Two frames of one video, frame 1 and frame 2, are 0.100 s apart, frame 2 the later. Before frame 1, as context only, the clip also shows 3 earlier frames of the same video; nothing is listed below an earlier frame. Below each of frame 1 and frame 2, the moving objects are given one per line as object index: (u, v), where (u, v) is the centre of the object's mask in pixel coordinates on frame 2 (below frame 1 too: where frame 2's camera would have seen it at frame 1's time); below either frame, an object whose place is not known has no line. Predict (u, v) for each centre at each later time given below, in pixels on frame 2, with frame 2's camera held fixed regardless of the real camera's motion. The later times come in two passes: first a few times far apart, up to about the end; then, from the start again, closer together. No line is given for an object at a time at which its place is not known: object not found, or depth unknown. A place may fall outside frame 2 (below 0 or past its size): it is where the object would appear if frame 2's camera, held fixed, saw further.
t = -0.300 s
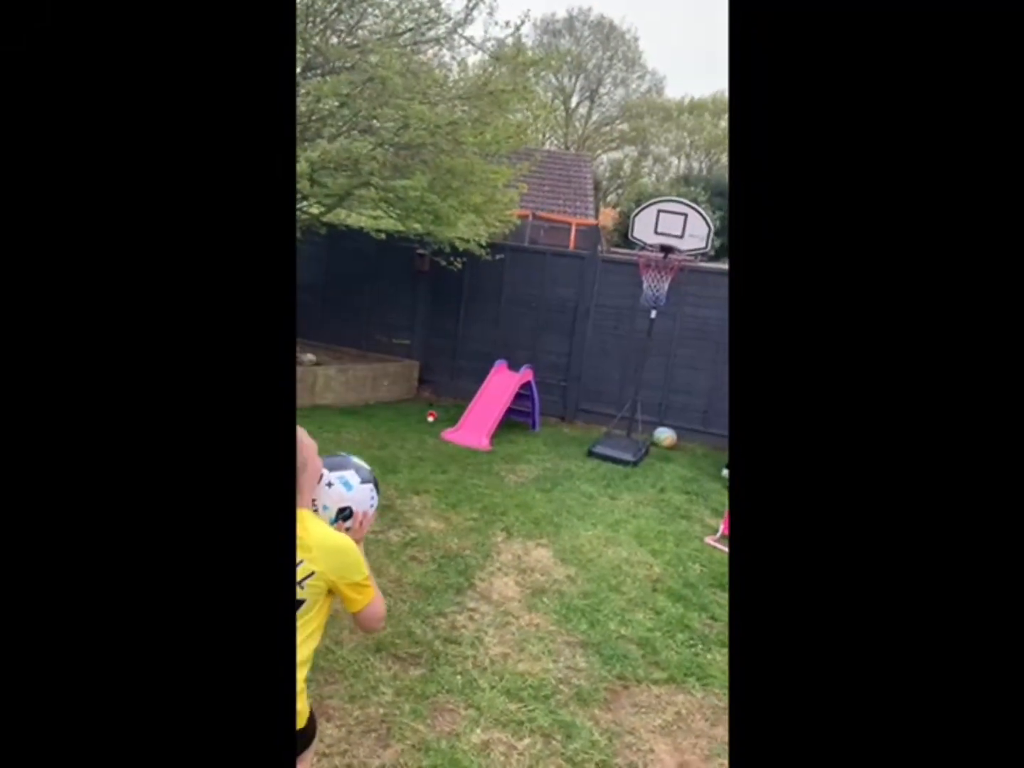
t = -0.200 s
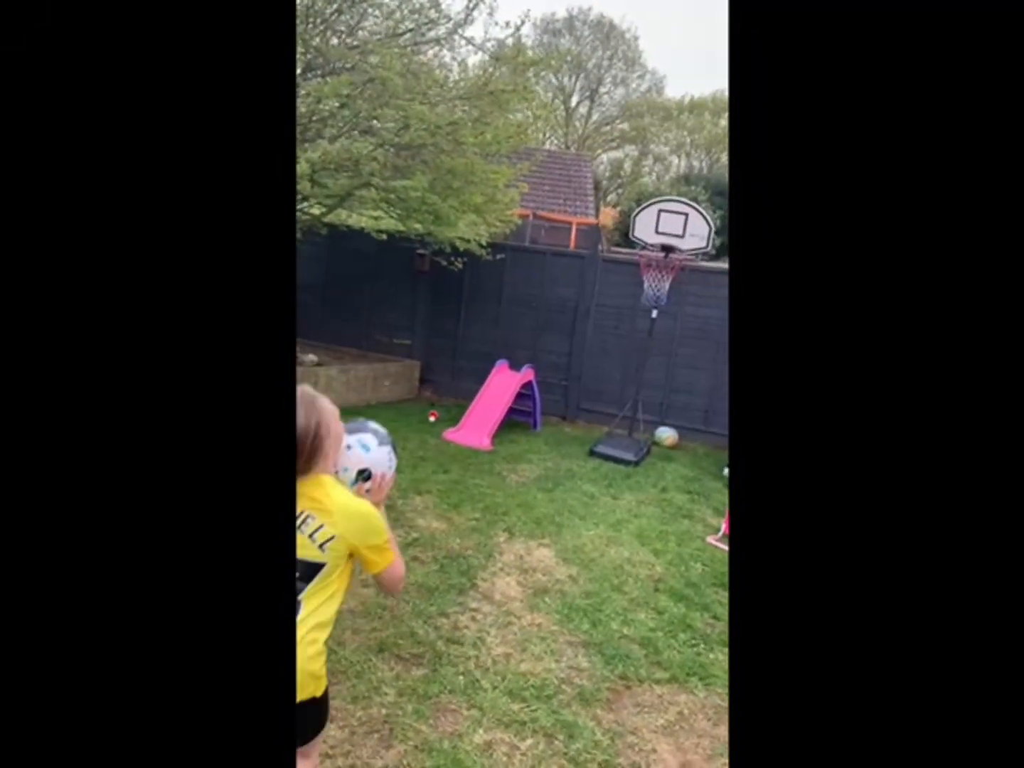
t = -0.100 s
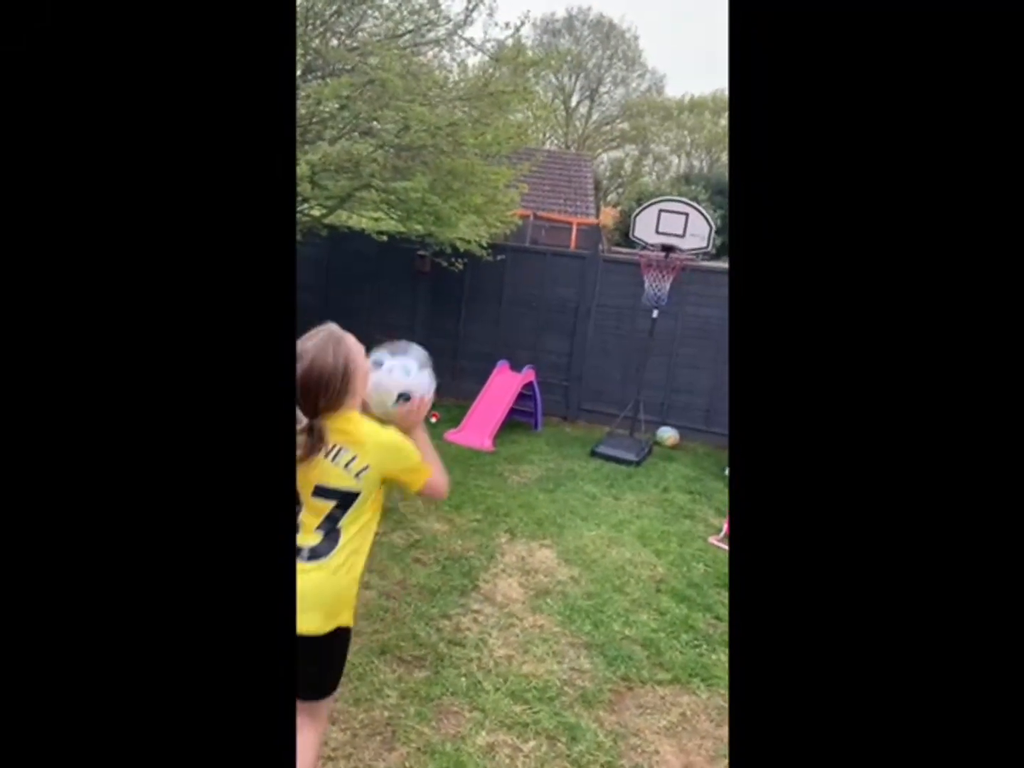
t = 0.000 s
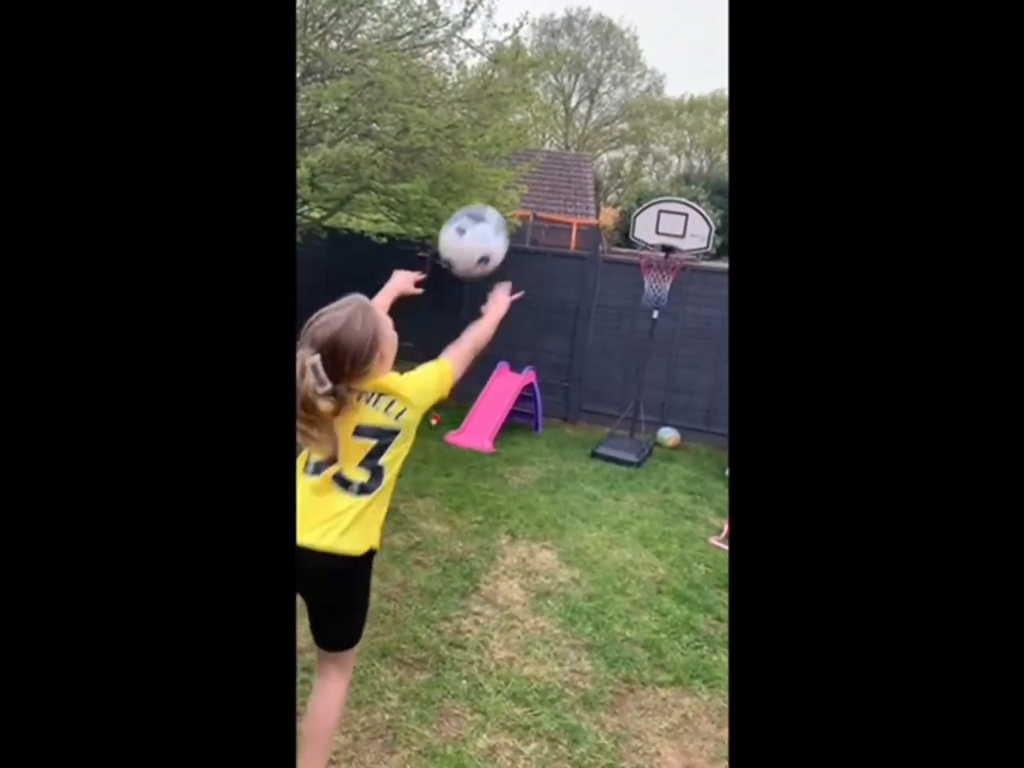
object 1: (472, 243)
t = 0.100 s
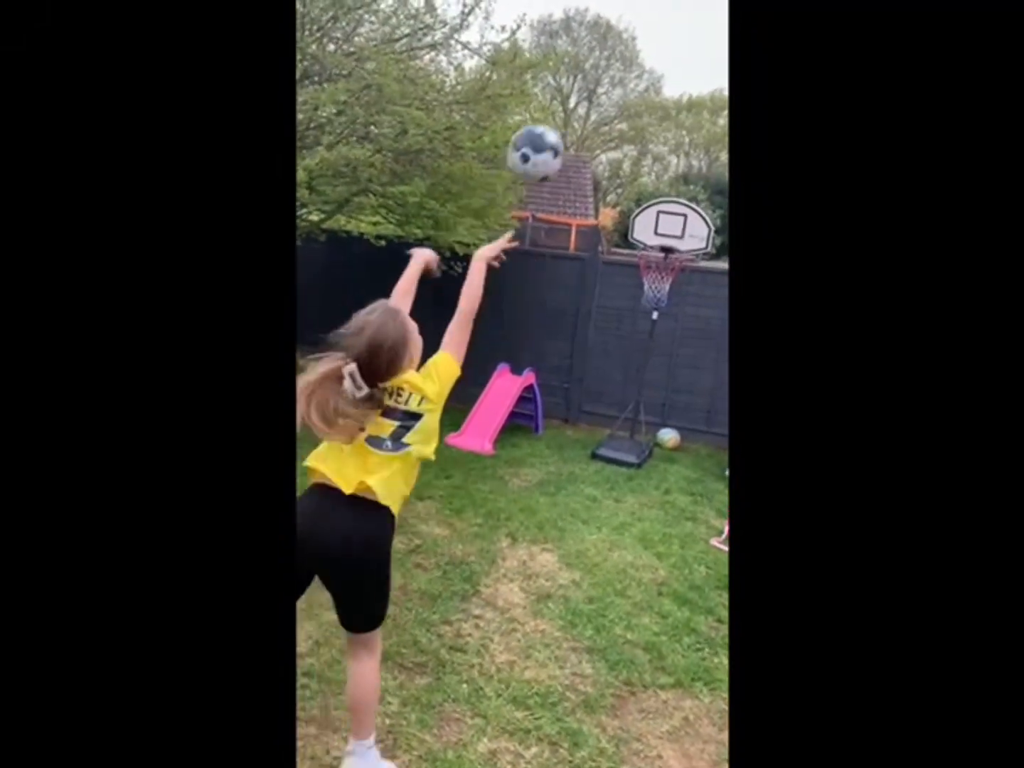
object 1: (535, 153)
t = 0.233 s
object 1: (586, 110)
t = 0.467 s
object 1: (625, 127)
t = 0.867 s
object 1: (620, 243)
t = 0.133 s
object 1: (551, 136)
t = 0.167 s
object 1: (564, 124)
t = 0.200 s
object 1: (576, 115)
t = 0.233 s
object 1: (586, 110)
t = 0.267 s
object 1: (593, 107)
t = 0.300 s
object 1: (602, 106)
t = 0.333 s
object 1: (608, 107)
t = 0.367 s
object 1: (615, 110)
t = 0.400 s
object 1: (619, 116)
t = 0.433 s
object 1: (622, 121)
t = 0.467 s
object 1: (625, 127)
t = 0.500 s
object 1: (629, 137)
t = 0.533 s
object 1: (631, 145)
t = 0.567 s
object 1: (633, 157)
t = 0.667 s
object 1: (637, 190)
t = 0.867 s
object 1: (620, 243)
